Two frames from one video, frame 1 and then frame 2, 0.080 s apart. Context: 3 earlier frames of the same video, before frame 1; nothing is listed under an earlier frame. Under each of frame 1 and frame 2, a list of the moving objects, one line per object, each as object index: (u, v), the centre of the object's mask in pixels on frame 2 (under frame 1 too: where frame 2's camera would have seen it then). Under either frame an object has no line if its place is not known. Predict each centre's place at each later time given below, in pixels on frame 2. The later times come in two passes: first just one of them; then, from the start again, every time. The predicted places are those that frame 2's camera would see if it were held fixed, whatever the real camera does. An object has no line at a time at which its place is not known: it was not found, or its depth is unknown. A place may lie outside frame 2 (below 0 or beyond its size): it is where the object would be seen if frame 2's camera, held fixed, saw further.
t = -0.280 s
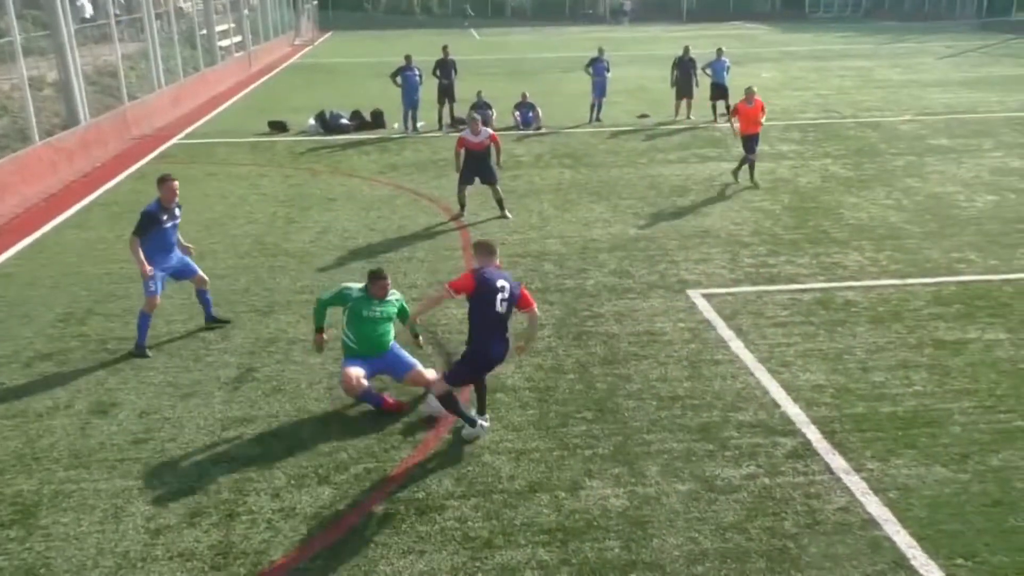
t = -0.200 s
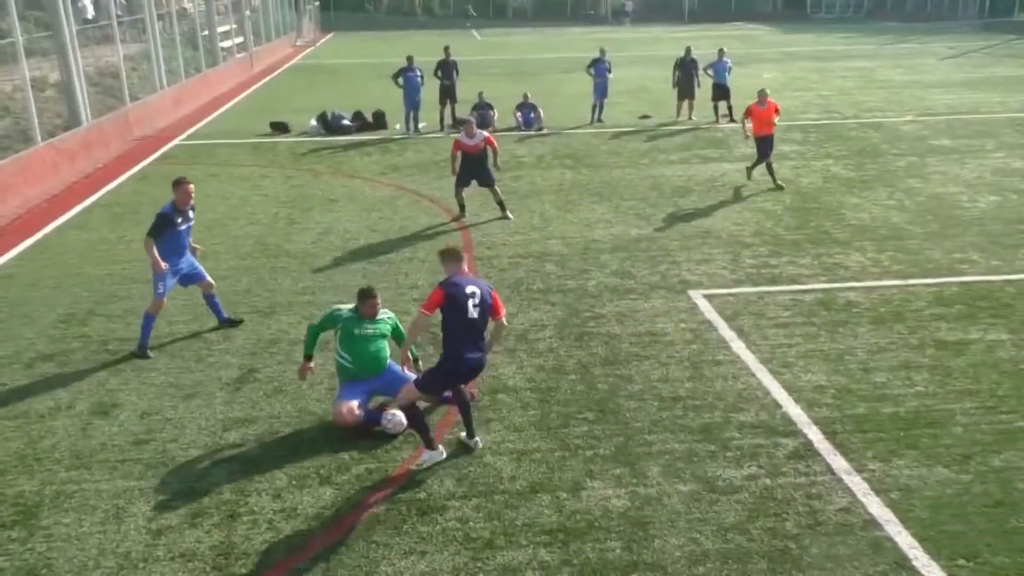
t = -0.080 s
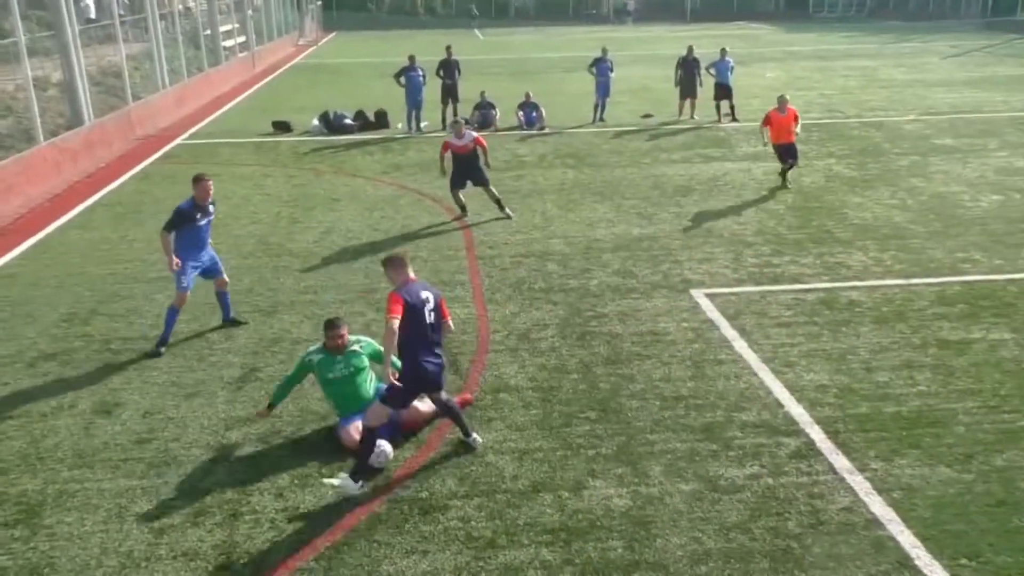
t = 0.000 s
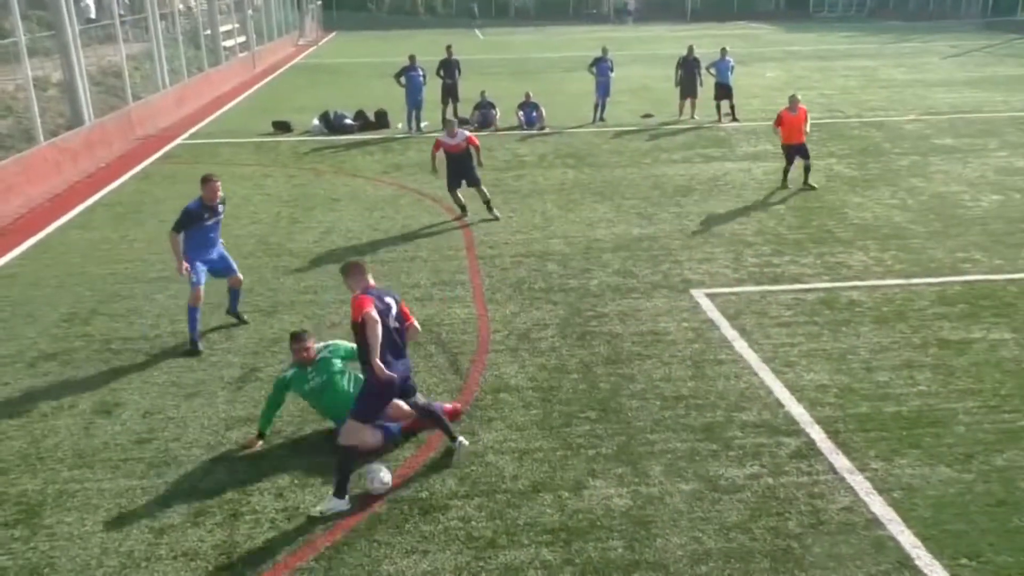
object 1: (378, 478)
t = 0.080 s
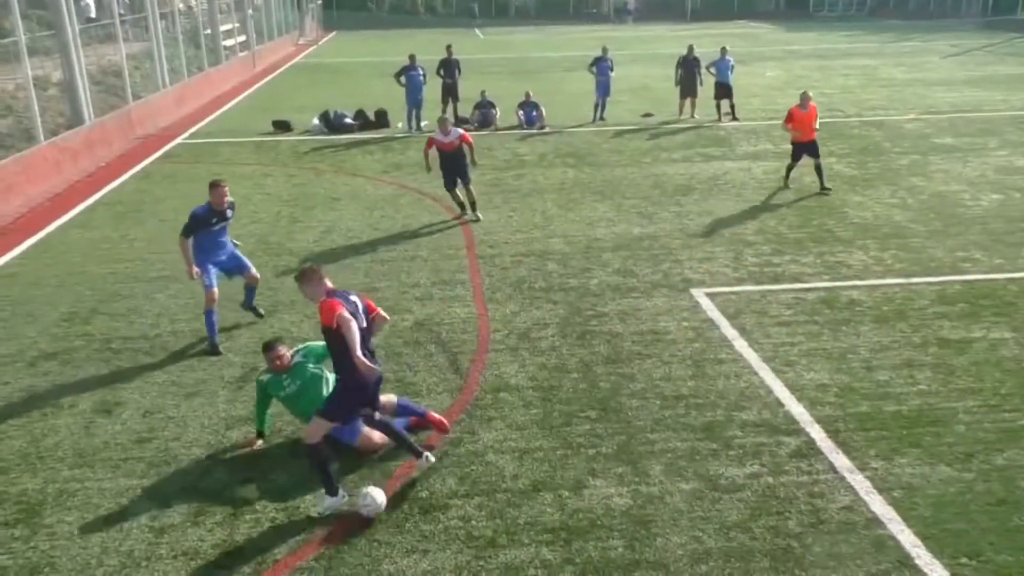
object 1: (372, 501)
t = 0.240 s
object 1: (351, 557)
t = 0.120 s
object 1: (366, 514)
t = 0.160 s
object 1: (362, 529)
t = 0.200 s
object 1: (358, 544)
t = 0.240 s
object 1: (351, 557)
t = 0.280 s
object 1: (346, 570)
